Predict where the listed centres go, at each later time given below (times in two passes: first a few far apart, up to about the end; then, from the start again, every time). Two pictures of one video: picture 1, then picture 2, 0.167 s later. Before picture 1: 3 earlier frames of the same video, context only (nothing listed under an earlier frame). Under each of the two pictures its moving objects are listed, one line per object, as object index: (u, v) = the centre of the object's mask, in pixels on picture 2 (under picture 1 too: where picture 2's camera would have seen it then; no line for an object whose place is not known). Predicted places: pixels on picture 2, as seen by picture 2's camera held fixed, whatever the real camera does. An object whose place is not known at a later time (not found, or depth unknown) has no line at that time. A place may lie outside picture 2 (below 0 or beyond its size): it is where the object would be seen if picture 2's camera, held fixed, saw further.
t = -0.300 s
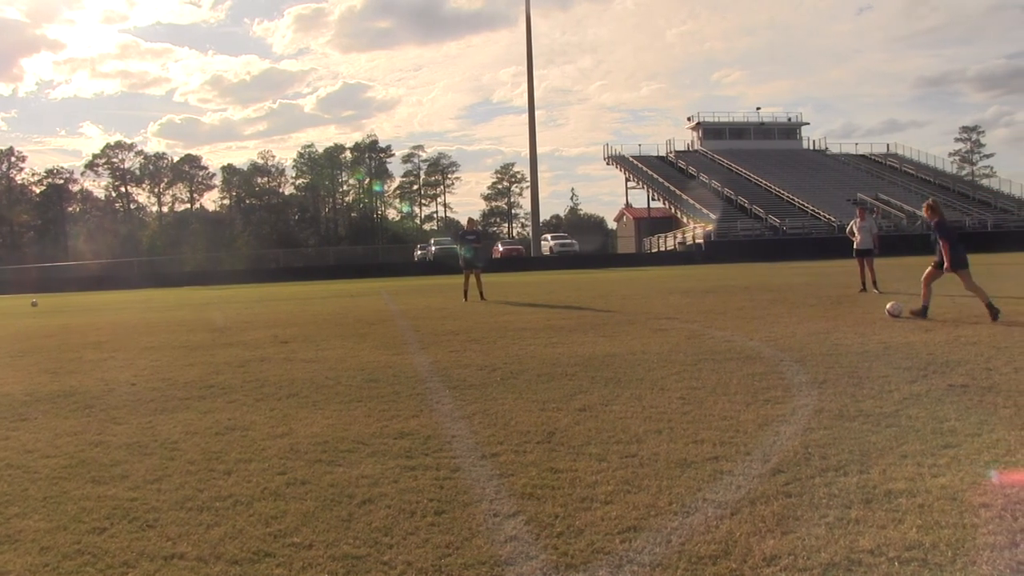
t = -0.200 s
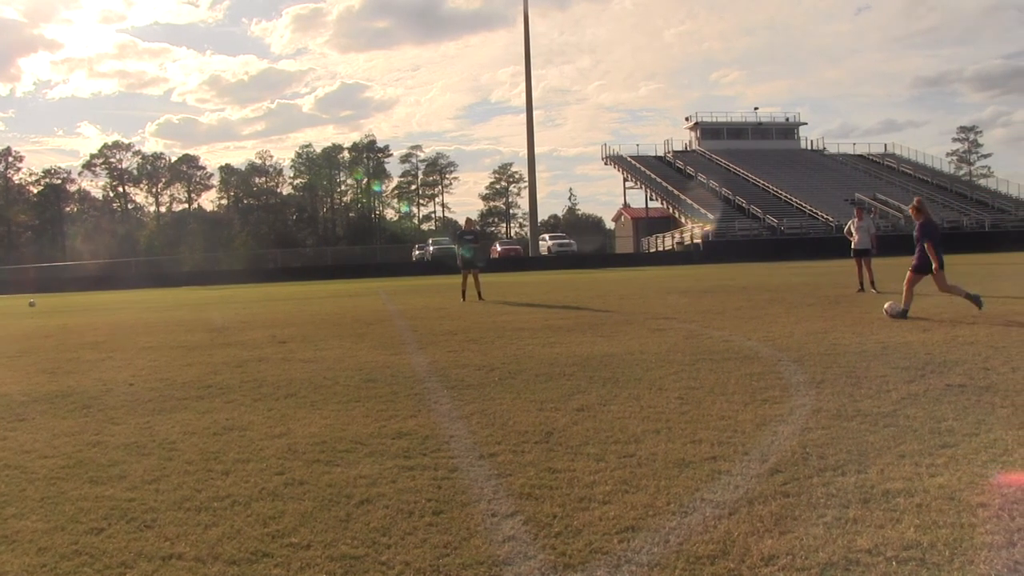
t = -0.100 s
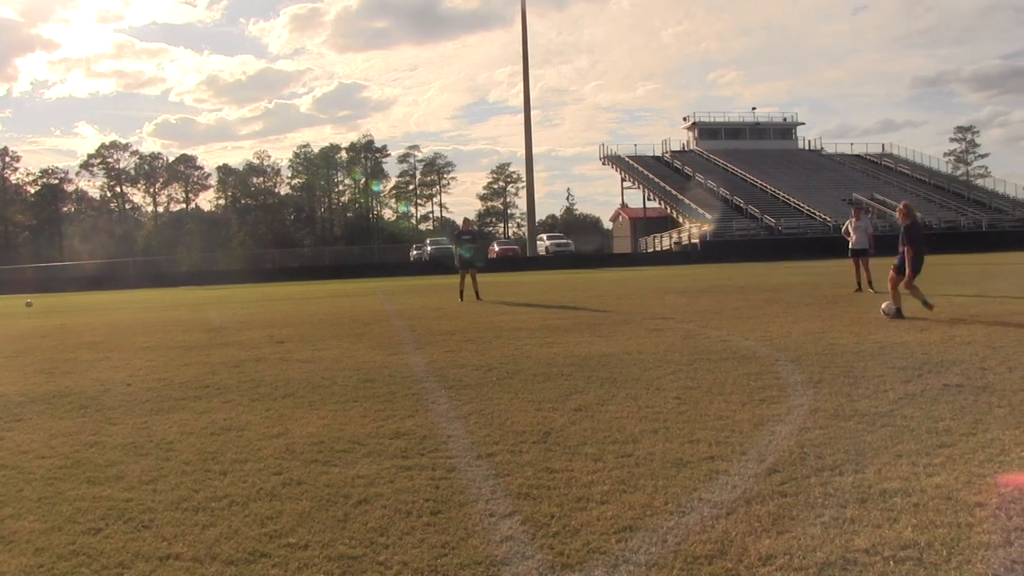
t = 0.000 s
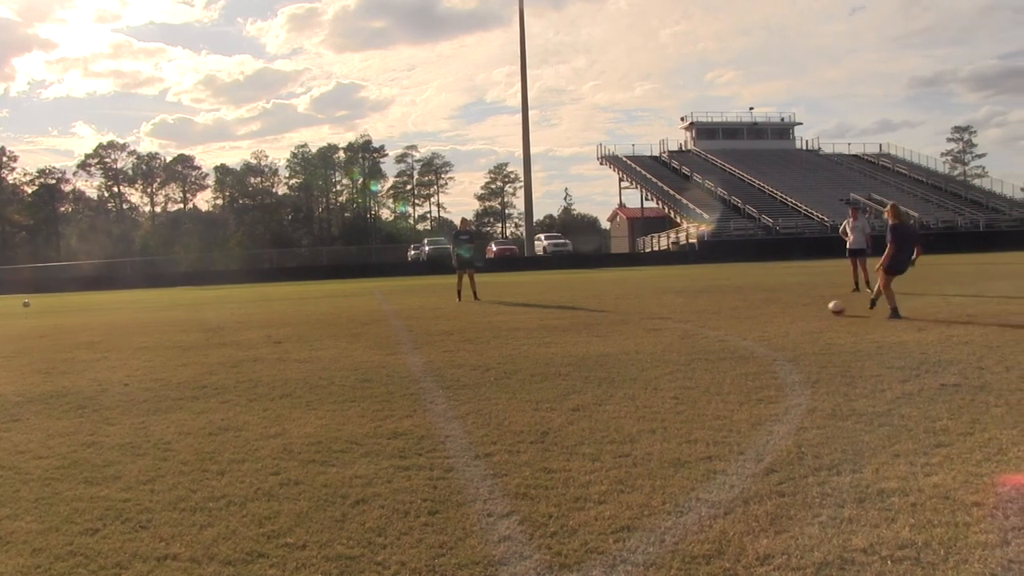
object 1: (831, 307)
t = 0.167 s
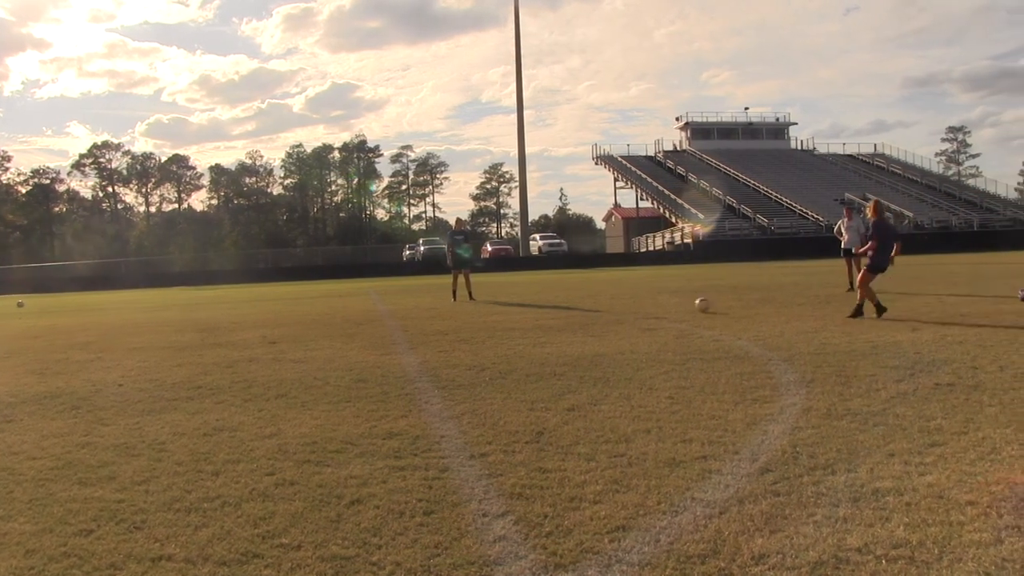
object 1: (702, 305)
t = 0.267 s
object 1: (640, 303)
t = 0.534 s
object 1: (517, 300)
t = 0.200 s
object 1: (679, 306)
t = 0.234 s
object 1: (659, 305)
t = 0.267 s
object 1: (640, 303)
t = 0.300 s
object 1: (621, 303)
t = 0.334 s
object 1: (604, 303)
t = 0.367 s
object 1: (587, 304)
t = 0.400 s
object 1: (571, 303)
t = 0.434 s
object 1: (556, 301)
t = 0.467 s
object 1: (544, 300)
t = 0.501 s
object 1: (530, 300)
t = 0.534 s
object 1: (517, 300)
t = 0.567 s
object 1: (504, 300)
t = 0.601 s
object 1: (493, 301)
